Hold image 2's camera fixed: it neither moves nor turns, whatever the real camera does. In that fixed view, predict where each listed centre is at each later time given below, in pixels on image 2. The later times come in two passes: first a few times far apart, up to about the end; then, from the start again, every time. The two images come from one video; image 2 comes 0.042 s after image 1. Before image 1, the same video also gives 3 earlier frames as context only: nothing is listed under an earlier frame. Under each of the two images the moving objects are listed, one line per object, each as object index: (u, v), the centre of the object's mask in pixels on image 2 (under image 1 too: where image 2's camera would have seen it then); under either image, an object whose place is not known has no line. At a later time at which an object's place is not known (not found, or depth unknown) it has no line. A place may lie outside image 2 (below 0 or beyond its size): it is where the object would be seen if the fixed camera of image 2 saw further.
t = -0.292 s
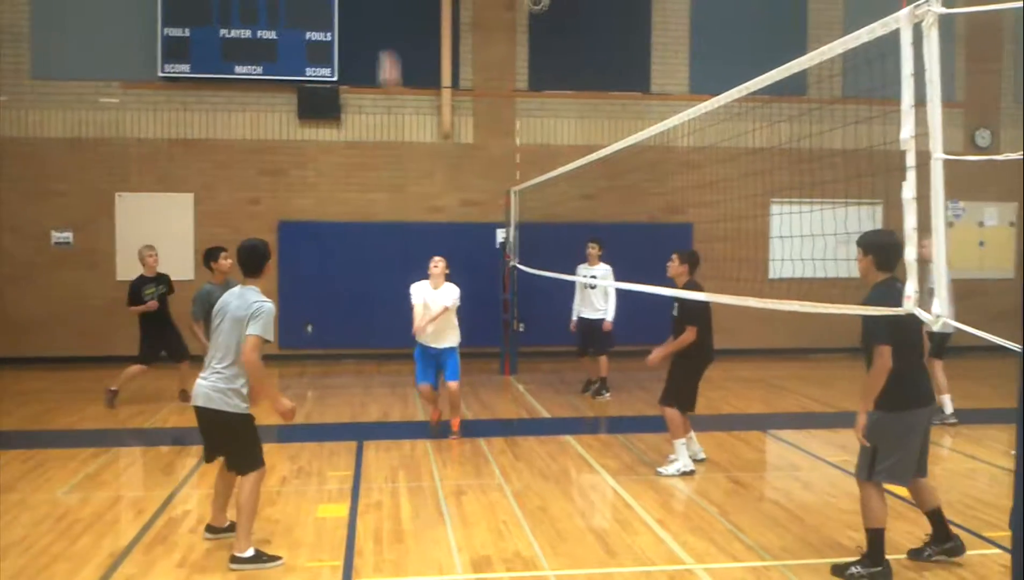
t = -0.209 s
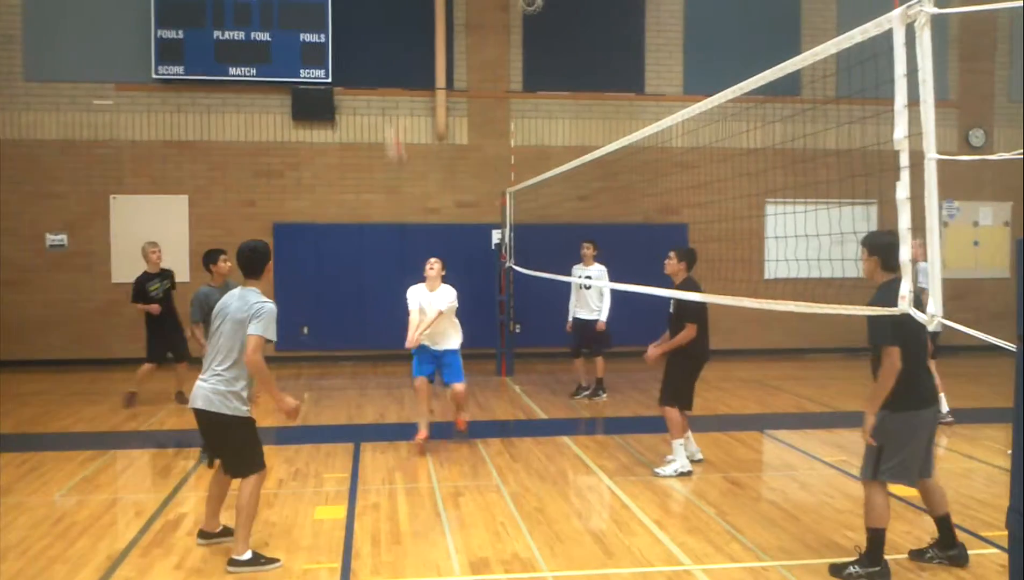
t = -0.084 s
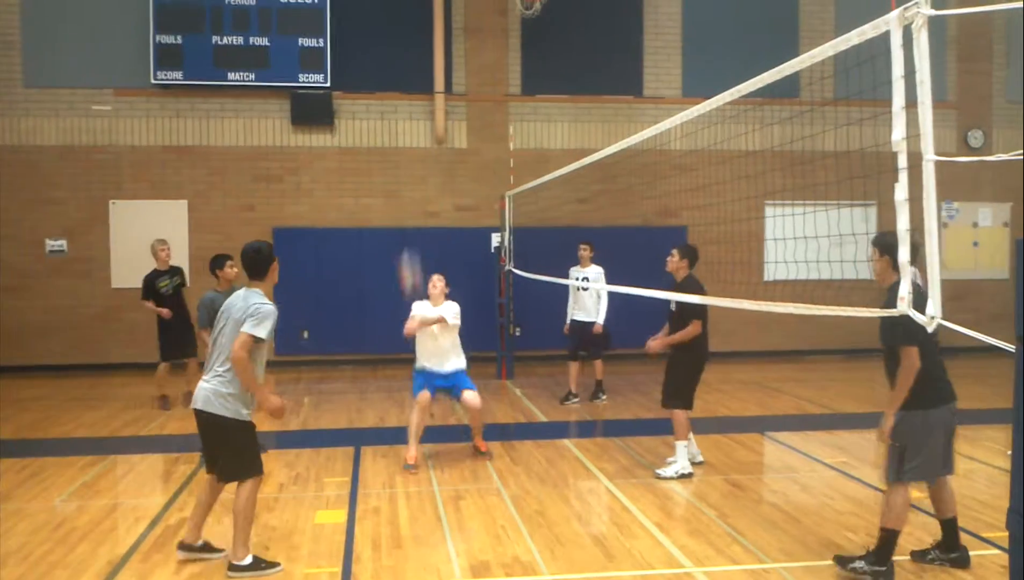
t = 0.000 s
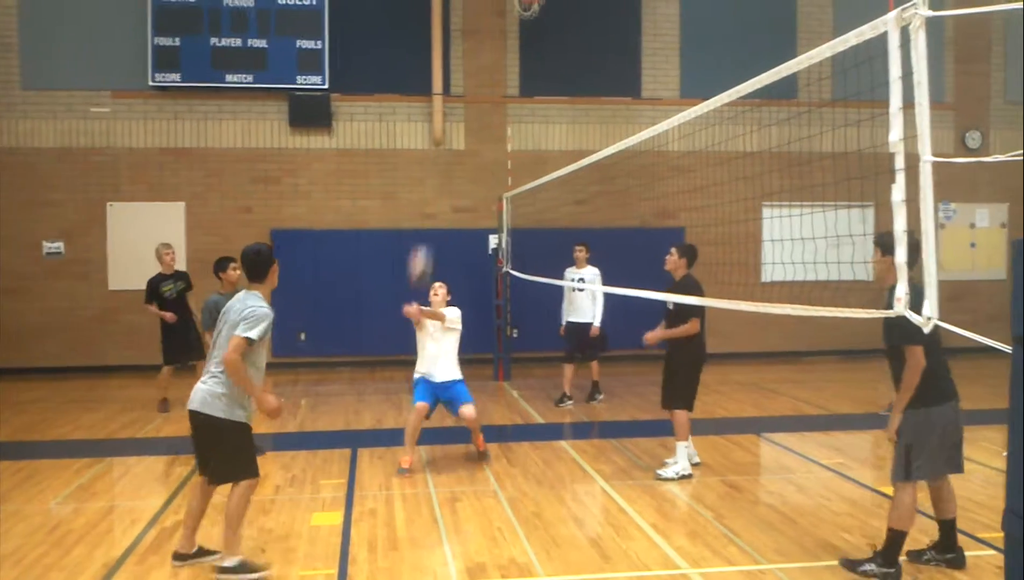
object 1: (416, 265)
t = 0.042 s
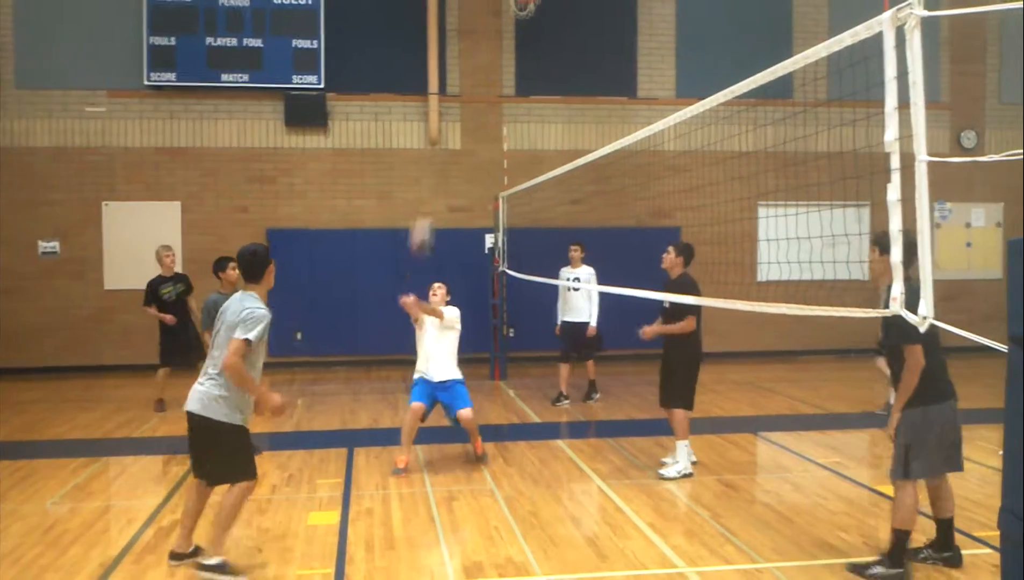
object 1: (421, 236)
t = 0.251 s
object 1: (451, 111)
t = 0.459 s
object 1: (481, 39)
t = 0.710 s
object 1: (519, 27)
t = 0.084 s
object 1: (428, 204)
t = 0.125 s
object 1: (435, 177)
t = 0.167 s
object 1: (439, 155)
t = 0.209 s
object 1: (447, 128)
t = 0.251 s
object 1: (451, 111)
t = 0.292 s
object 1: (456, 91)
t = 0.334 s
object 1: (462, 76)
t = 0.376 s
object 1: (468, 60)
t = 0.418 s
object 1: (476, 48)
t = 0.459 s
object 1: (481, 39)
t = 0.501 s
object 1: (487, 30)
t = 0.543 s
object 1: (493, 24)
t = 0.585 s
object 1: (499, 23)
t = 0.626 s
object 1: (506, 22)
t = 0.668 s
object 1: (513, 23)
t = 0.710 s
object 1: (519, 27)
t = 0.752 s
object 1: (525, 33)
